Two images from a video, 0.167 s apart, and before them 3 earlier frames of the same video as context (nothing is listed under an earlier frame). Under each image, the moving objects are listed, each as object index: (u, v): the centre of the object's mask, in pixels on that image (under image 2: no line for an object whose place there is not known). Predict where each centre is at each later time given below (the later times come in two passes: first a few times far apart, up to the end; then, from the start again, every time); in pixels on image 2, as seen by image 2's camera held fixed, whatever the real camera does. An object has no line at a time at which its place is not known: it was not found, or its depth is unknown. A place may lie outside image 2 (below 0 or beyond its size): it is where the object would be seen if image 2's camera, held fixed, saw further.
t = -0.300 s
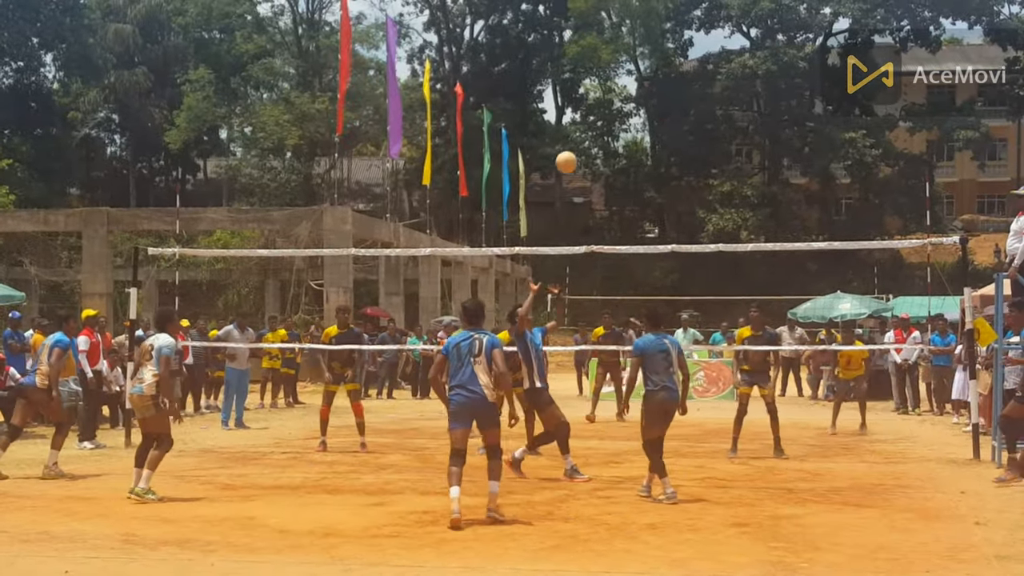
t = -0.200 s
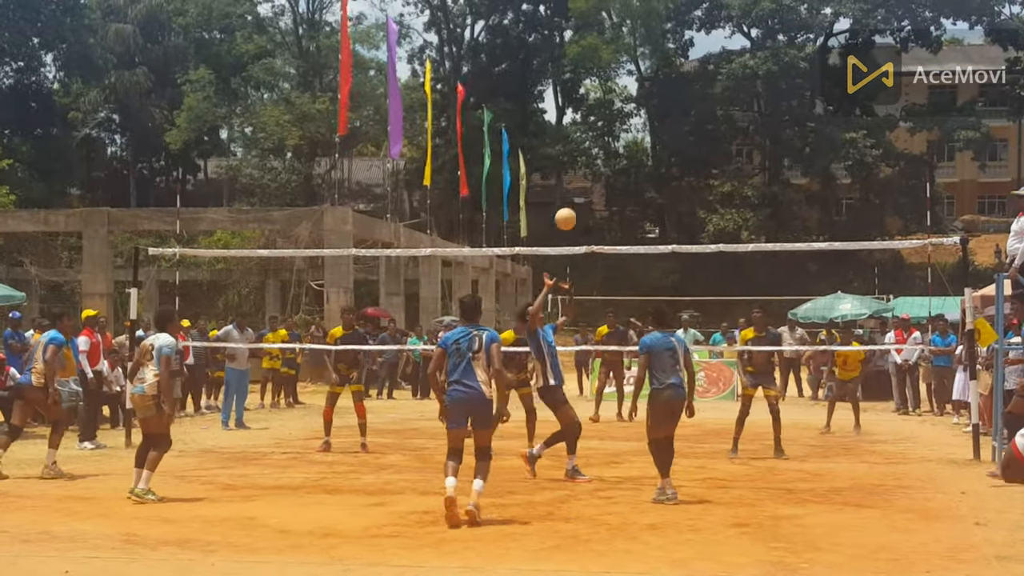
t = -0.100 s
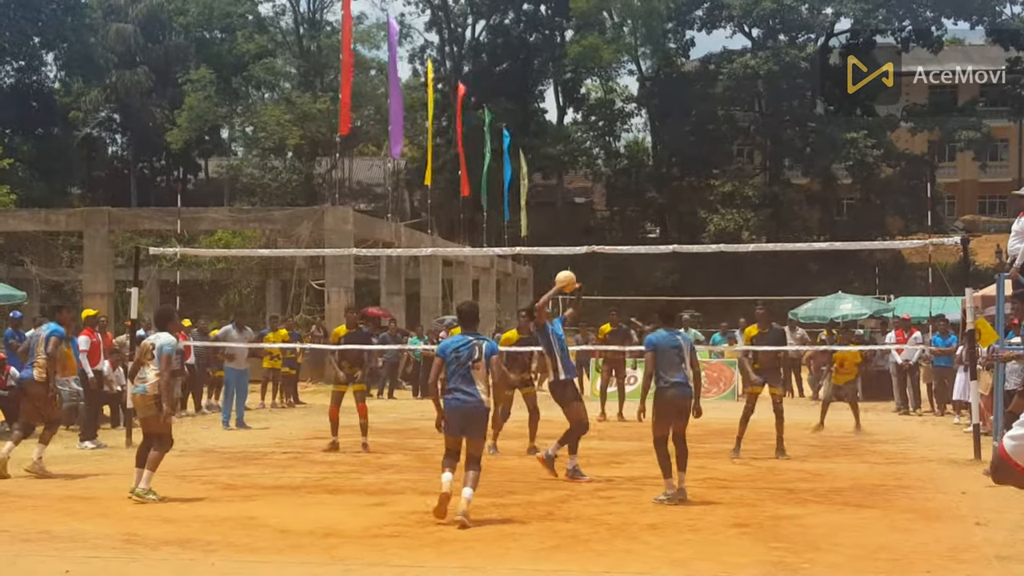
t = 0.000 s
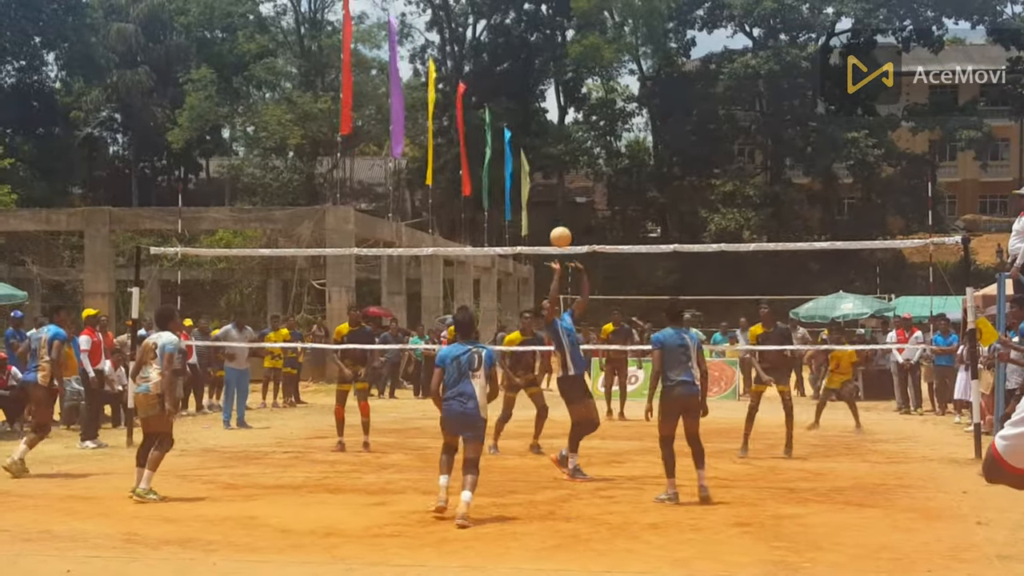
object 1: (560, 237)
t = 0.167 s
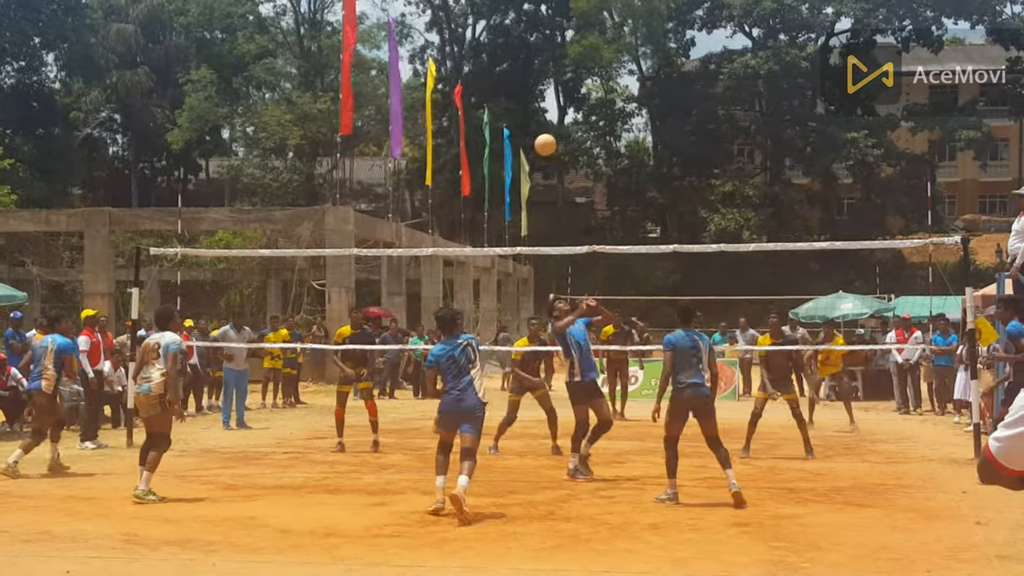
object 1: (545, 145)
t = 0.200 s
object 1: (542, 129)
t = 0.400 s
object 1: (525, 60)
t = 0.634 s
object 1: (505, 29)
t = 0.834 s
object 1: (488, 46)
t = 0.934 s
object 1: (481, 69)
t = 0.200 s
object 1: (542, 129)
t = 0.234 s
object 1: (539, 115)
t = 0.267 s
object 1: (536, 102)
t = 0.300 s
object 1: (533, 90)
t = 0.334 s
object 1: (530, 79)
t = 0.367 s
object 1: (527, 69)
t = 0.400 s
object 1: (525, 60)
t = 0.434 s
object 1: (522, 52)
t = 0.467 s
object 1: (519, 45)
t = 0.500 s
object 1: (516, 40)
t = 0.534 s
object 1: (513, 35)
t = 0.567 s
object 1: (510, 32)
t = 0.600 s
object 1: (507, 30)
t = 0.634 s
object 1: (505, 29)
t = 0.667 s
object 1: (502, 30)
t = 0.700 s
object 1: (499, 31)
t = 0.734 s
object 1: (496, 33)
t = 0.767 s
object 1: (493, 36)
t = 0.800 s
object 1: (491, 41)
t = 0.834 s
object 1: (488, 46)
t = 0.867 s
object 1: (486, 53)
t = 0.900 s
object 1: (483, 61)
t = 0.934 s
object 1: (481, 69)
